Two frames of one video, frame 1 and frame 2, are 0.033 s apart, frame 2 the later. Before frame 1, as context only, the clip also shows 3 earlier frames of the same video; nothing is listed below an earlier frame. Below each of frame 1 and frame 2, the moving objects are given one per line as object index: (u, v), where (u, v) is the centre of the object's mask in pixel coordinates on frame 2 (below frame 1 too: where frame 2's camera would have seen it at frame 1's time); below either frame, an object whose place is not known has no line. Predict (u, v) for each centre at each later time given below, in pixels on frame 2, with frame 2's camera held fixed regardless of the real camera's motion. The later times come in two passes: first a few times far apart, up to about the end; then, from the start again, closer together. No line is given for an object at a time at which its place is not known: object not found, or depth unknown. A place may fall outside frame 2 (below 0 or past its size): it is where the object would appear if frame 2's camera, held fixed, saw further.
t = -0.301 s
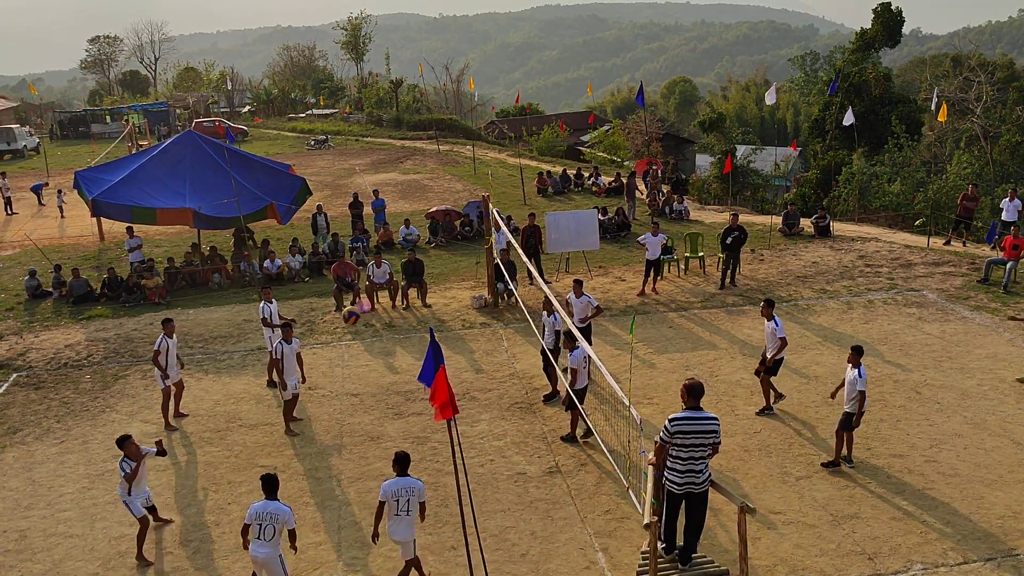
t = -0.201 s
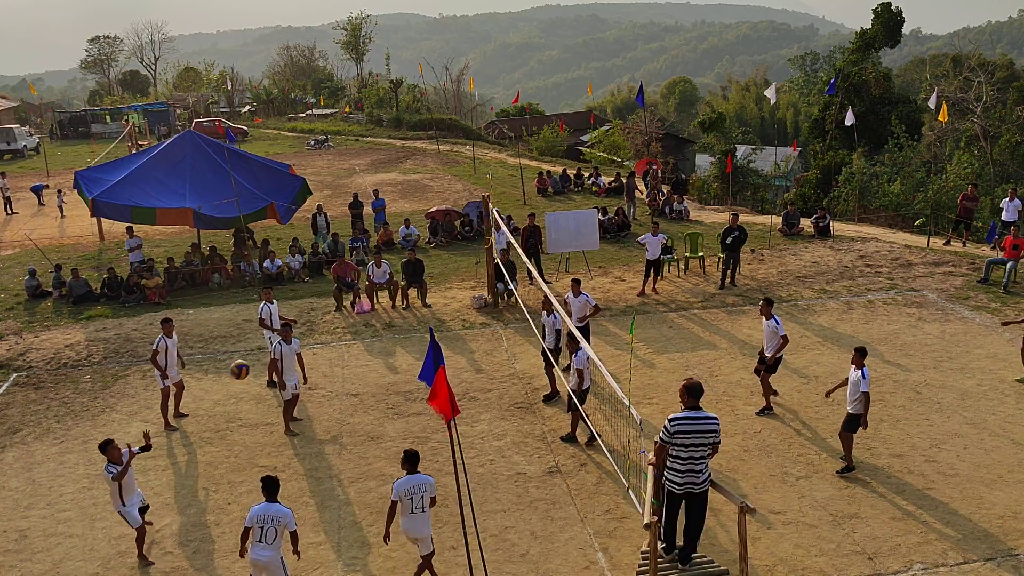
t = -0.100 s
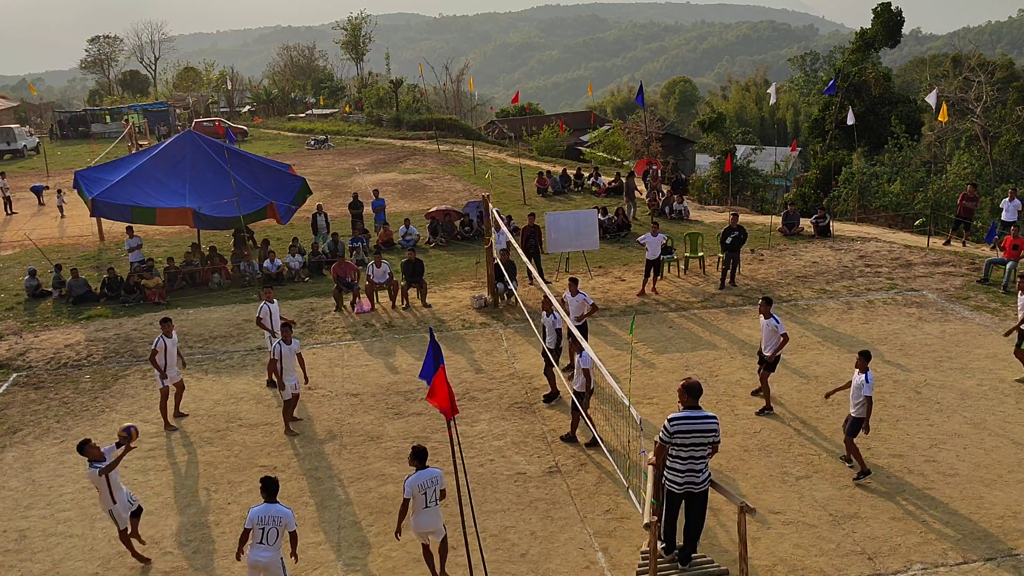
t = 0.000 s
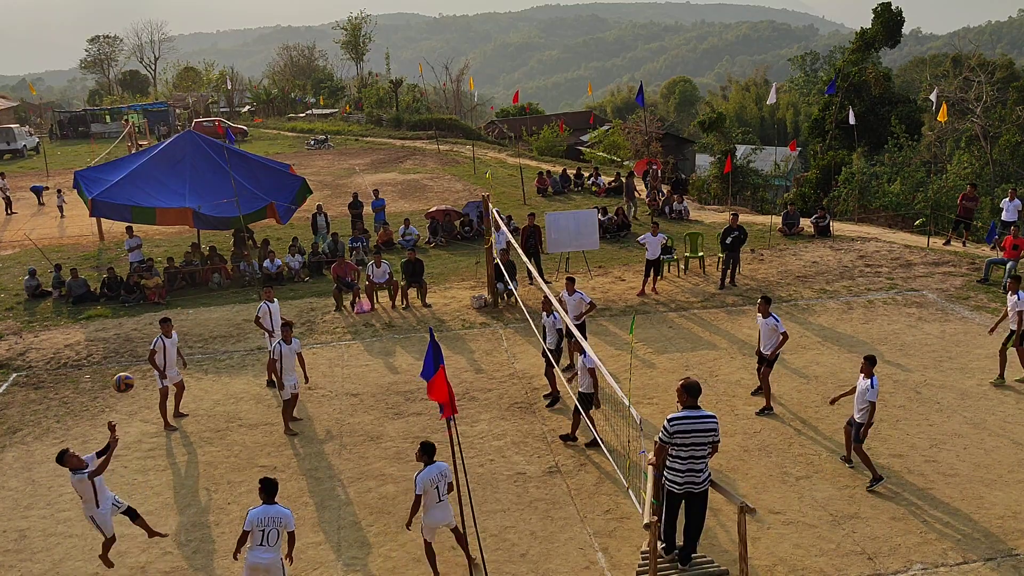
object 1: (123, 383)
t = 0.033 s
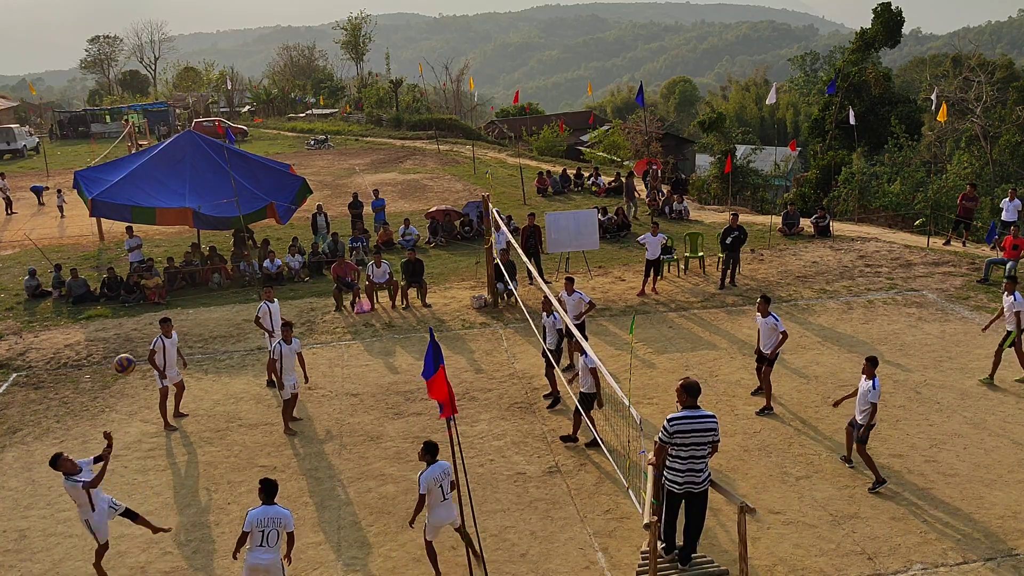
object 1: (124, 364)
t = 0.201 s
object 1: (133, 283)
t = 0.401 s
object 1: (150, 213)
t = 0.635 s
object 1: (175, 177)
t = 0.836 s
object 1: (203, 188)
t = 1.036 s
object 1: (234, 235)
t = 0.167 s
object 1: (132, 297)
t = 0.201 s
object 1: (133, 283)
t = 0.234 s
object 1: (136, 266)
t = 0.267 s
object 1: (137, 255)
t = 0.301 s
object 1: (140, 243)
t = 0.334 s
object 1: (144, 232)
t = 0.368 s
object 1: (146, 221)
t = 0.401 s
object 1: (150, 213)
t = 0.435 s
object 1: (153, 204)
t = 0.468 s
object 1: (156, 197)
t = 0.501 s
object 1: (160, 191)
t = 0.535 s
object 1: (163, 186)
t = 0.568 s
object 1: (167, 182)
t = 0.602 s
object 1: (171, 179)
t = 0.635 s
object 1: (175, 177)
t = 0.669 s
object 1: (180, 176)
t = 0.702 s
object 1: (184, 176)
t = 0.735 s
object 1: (189, 178)
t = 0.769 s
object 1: (193, 180)
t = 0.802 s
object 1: (198, 183)
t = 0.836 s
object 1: (203, 188)
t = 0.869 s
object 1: (208, 193)
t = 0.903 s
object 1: (213, 200)
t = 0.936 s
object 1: (218, 207)
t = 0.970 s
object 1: (223, 216)
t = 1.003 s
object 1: (228, 224)
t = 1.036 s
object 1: (234, 235)
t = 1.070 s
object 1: (240, 246)
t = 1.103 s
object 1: (245, 259)
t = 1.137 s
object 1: (250, 271)
